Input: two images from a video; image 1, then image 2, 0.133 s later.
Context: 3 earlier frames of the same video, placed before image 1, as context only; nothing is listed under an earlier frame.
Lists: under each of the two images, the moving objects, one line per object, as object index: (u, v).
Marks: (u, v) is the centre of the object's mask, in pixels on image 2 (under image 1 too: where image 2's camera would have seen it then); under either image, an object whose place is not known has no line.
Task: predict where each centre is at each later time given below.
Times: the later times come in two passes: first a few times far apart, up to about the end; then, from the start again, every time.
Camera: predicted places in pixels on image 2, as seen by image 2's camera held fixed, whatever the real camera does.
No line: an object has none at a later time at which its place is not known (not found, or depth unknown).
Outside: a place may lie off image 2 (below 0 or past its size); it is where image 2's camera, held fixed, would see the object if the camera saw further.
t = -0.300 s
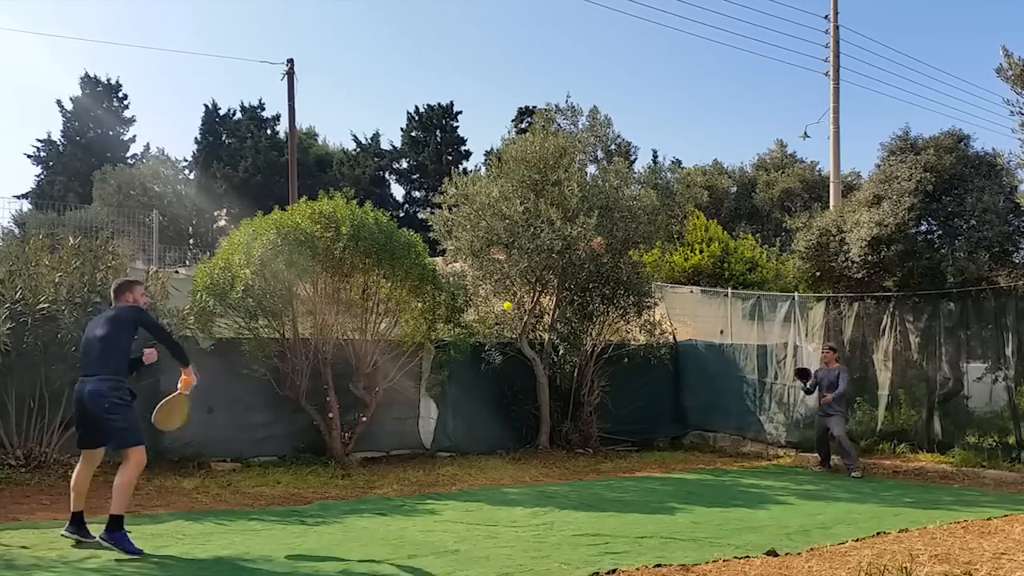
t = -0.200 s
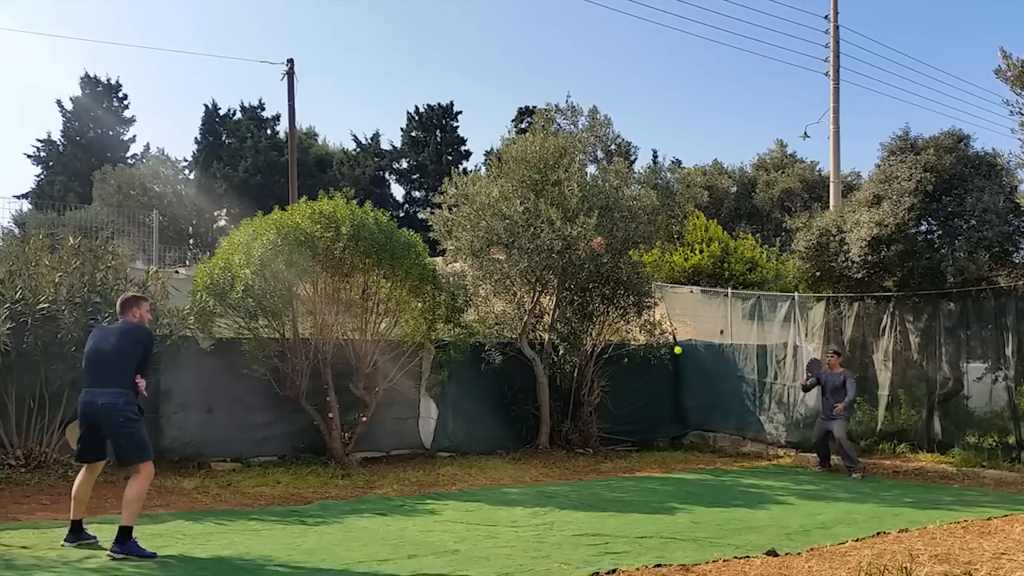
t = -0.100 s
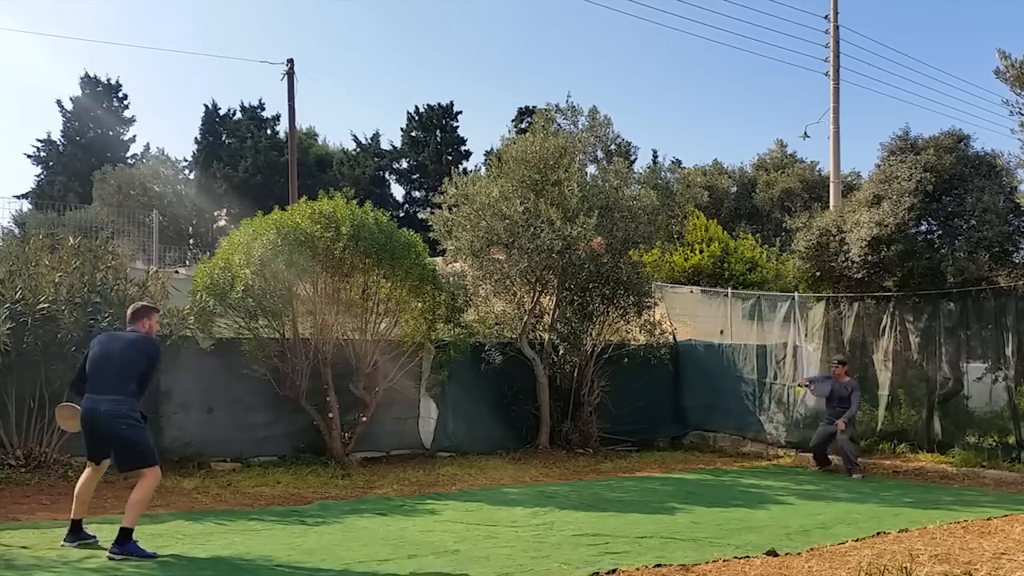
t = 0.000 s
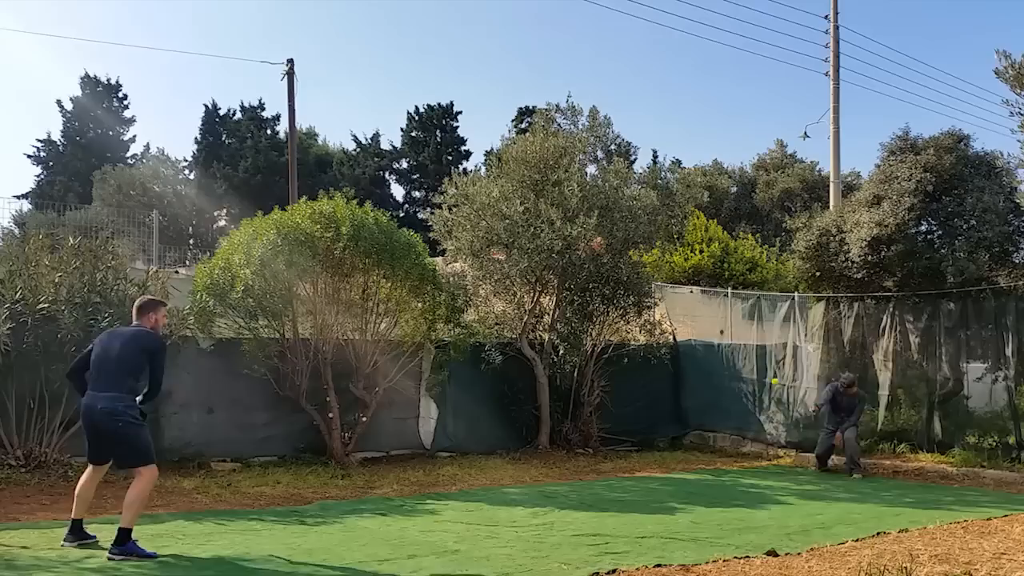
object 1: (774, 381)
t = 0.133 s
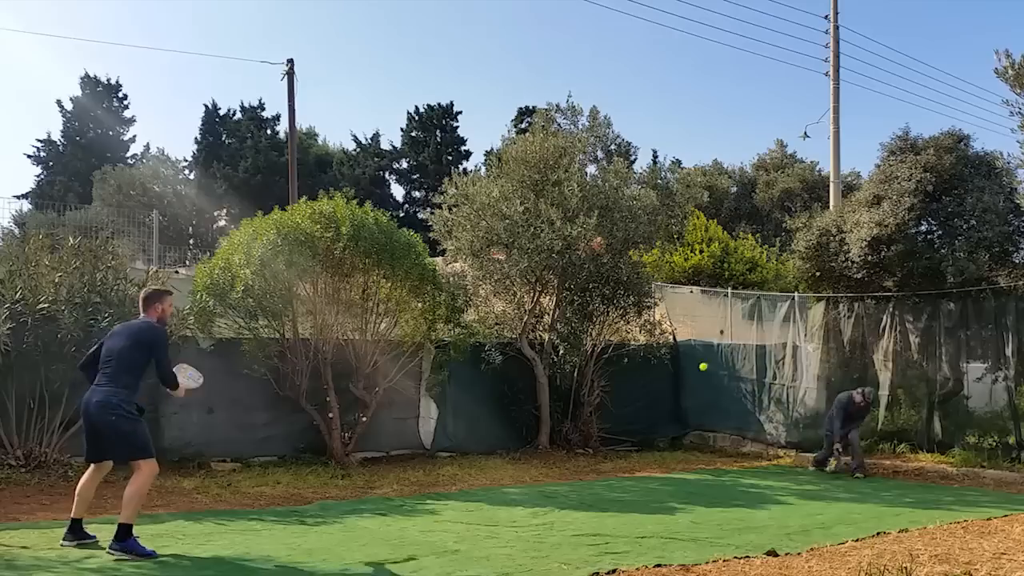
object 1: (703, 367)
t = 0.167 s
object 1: (683, 365)
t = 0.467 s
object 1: (455, 404)
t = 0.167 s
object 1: (683, 365)
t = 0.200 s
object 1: (662, 364)
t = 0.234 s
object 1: (641, 364)
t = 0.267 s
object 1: (619, 366)
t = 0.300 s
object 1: (595, 368)
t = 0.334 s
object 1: (570, 373)
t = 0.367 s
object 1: (544, 378)
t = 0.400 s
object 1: (516, 385)
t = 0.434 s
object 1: (486, 393)
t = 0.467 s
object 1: (455, 404)
